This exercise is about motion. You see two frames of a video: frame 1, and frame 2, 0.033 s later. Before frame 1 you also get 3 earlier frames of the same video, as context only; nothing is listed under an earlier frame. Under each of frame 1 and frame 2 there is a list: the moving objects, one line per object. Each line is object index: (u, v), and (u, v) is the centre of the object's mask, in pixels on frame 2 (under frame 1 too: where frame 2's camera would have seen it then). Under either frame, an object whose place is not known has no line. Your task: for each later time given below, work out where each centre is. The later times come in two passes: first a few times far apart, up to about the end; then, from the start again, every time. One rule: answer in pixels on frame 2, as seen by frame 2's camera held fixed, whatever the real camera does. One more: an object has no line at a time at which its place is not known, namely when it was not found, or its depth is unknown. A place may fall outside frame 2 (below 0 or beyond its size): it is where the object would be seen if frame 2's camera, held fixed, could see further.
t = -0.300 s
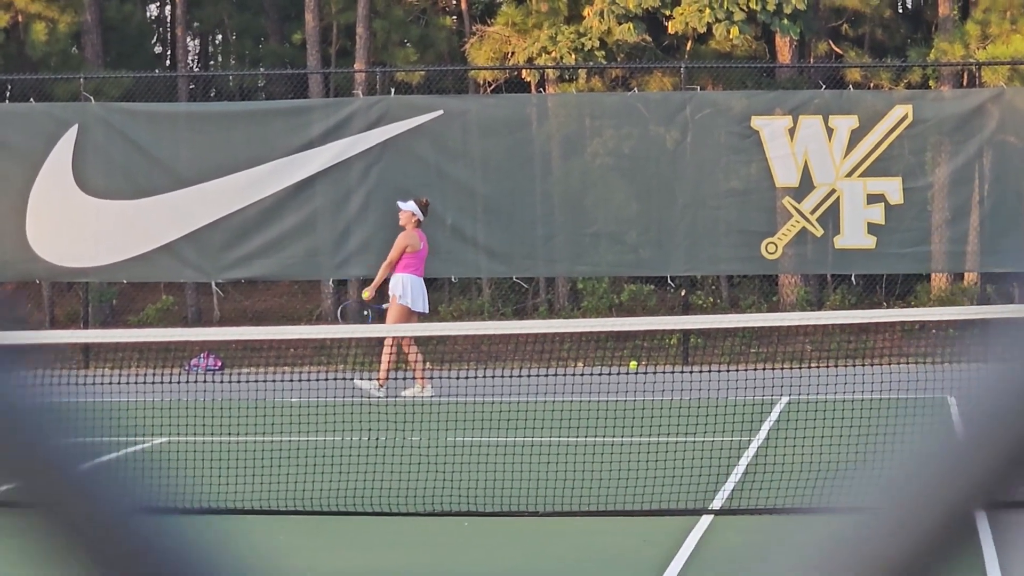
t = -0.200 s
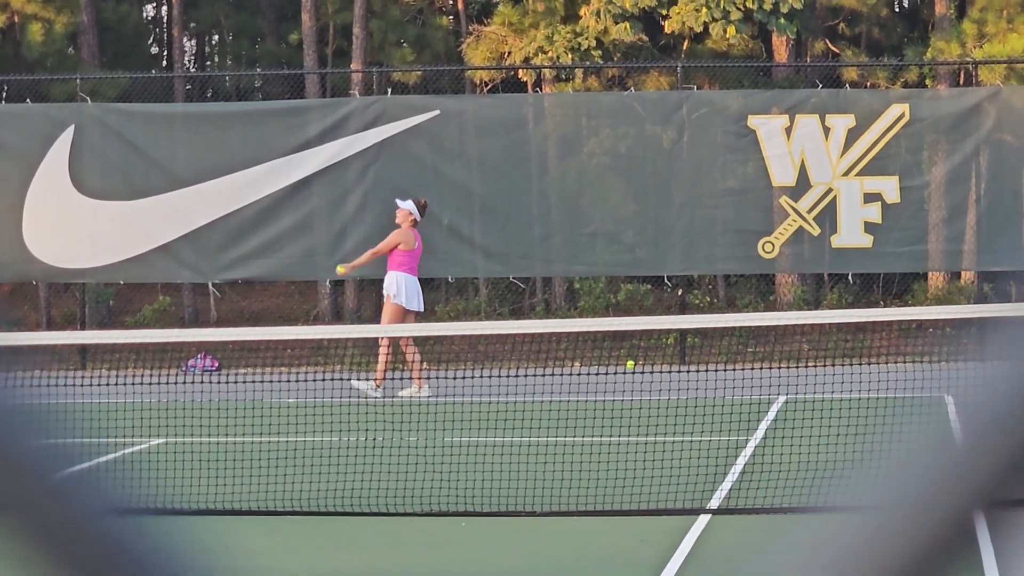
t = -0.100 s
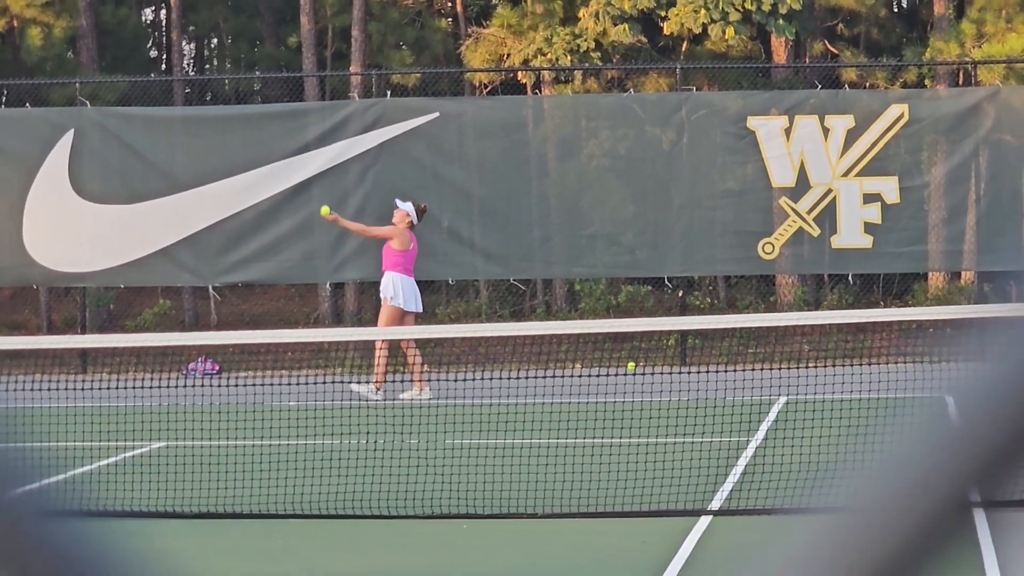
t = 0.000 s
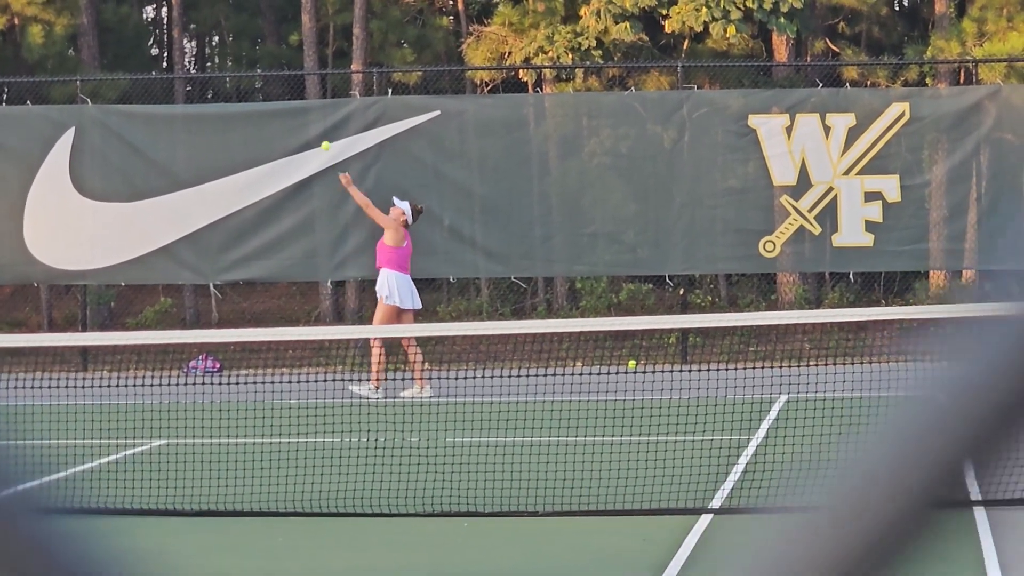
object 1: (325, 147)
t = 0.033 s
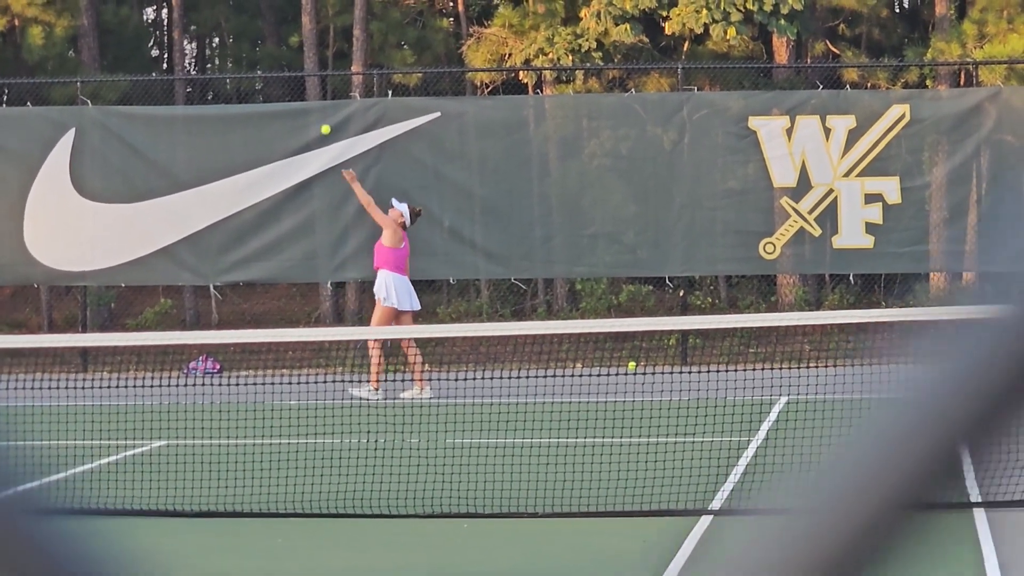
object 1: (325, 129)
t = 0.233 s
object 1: (325, 49)
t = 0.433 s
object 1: (322, 15)
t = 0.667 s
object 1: (321, 36)
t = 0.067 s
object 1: (325, 112)
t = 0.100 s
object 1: (325, 97)
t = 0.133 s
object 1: (325, 81)
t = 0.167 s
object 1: (325, 71)
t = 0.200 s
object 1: (325, 60)
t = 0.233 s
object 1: (325, 49)
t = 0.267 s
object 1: (325, 41)
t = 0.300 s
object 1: (325, 32)
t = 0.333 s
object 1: (325, 26)
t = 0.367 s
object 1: (324, 21)
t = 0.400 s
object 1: (323, 18)
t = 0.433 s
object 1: (322, 15)
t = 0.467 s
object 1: (321, 15)
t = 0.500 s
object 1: (320, 15)
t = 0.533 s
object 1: (320, 16)
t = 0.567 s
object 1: (320, 19)
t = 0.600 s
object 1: (320, 23)
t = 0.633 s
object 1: (321, 29)
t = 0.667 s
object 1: (321, 36)
